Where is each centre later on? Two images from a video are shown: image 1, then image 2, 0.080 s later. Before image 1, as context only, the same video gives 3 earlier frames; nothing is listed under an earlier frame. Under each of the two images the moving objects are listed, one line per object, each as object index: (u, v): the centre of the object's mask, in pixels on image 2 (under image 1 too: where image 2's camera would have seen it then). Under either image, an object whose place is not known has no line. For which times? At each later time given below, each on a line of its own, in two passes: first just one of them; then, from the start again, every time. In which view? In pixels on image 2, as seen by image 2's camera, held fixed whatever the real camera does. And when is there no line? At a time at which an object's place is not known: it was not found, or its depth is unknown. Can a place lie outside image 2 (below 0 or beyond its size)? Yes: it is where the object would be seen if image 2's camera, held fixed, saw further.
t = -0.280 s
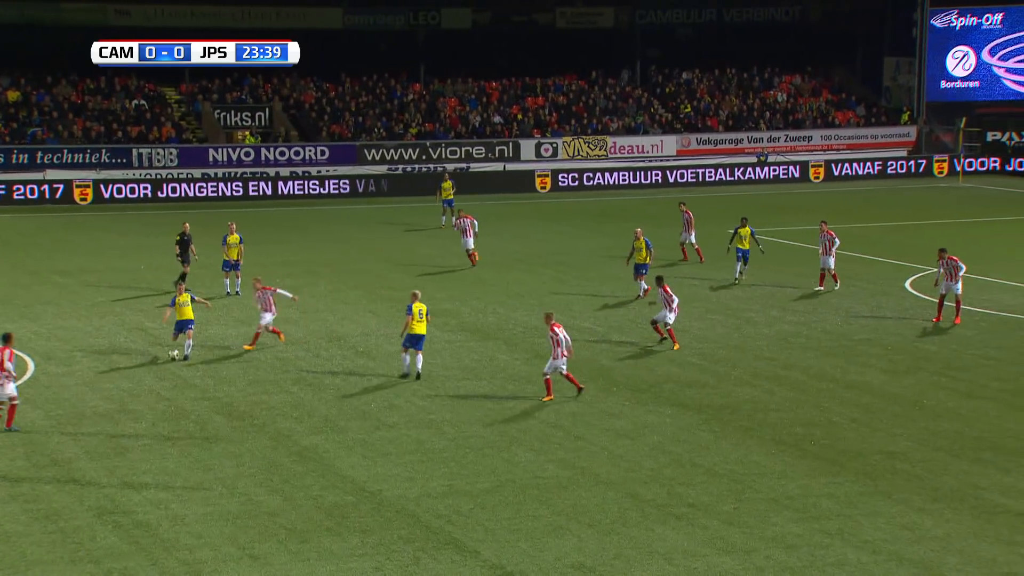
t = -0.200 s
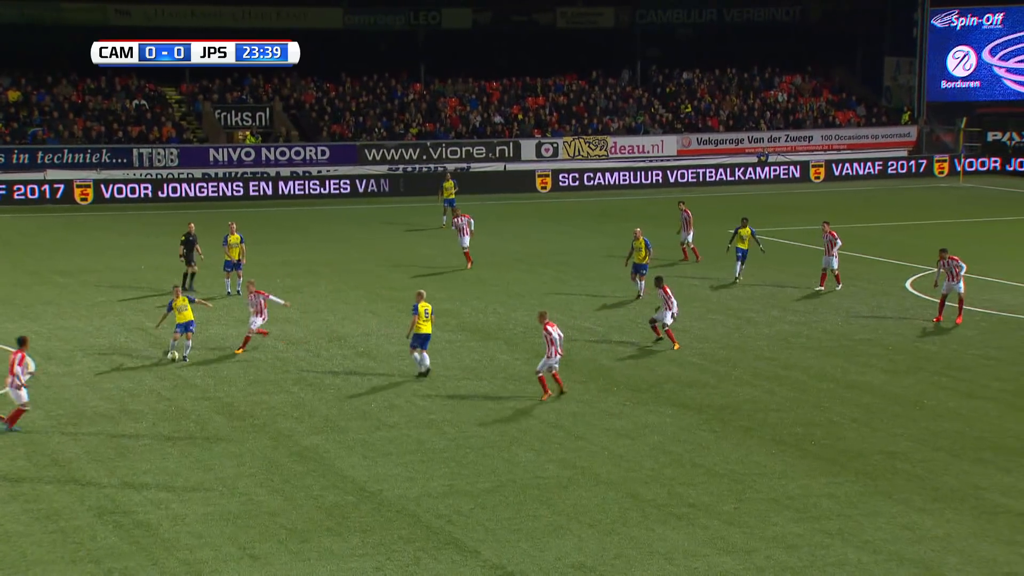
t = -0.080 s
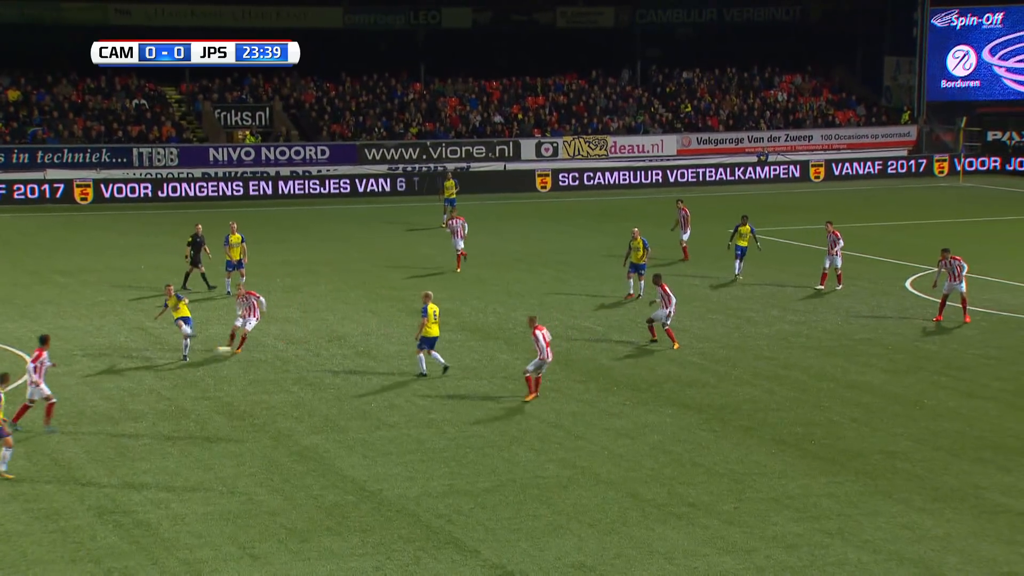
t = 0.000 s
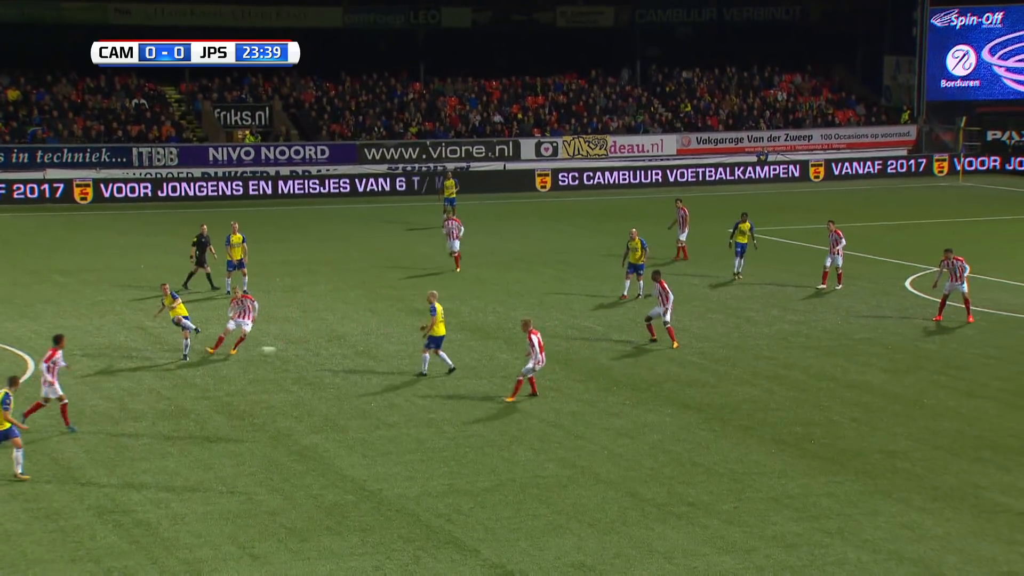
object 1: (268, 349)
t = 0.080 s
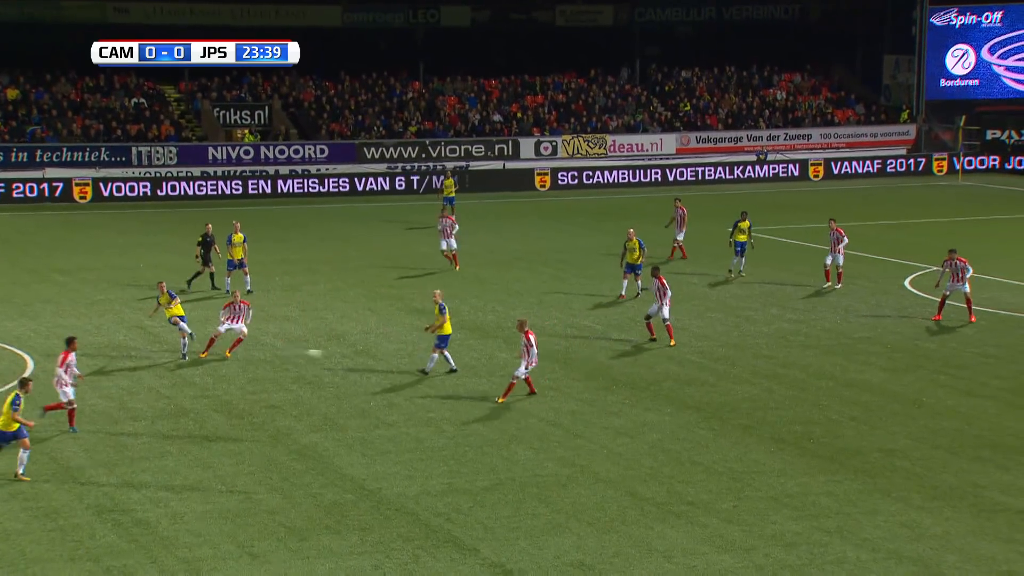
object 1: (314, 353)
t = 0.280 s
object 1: (442, 381)
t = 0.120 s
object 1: (339, 355)
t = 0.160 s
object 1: (365, 361)
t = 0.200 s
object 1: (390, 367)
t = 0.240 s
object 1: (416, 373)
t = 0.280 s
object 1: (442, 381)
